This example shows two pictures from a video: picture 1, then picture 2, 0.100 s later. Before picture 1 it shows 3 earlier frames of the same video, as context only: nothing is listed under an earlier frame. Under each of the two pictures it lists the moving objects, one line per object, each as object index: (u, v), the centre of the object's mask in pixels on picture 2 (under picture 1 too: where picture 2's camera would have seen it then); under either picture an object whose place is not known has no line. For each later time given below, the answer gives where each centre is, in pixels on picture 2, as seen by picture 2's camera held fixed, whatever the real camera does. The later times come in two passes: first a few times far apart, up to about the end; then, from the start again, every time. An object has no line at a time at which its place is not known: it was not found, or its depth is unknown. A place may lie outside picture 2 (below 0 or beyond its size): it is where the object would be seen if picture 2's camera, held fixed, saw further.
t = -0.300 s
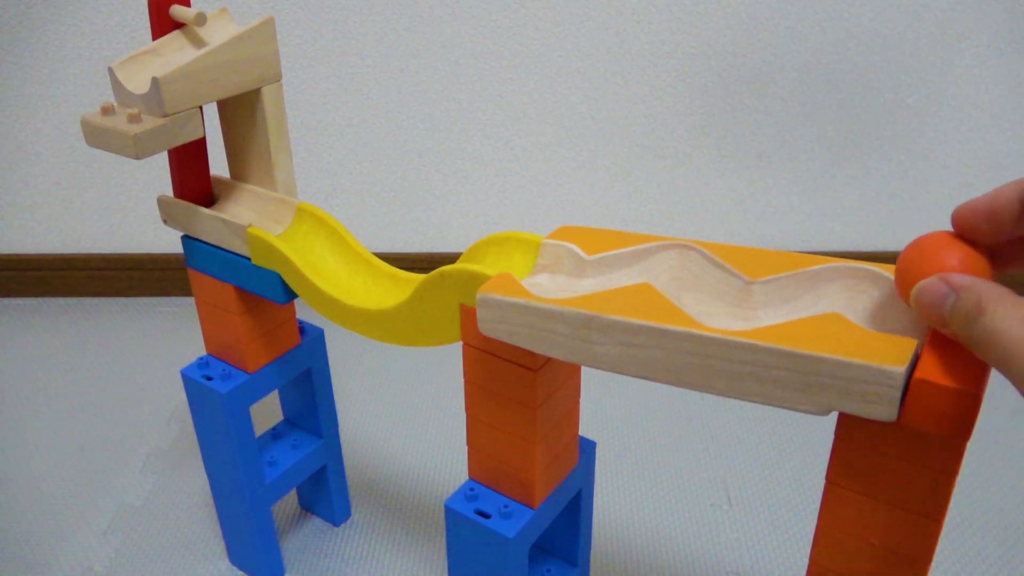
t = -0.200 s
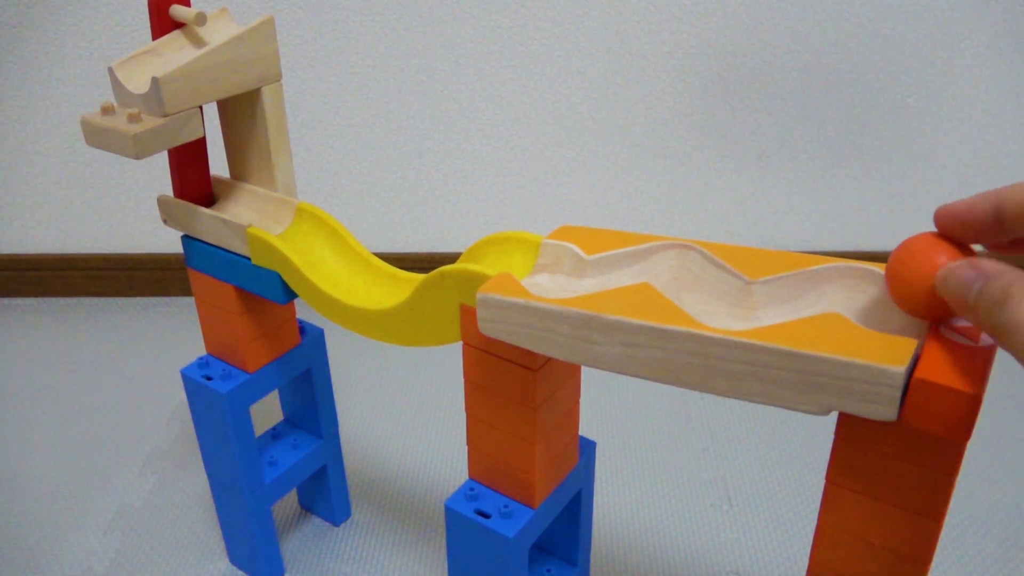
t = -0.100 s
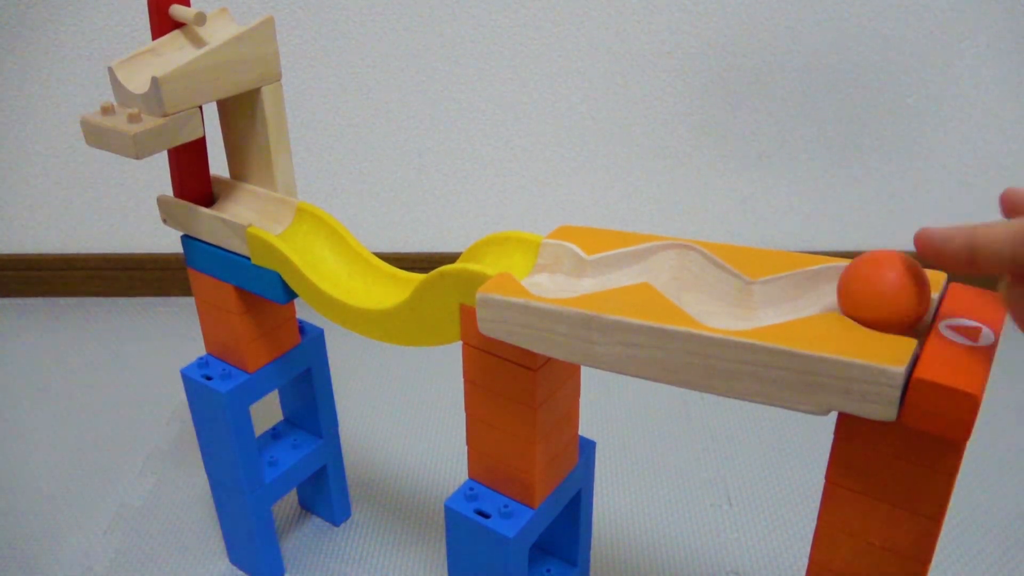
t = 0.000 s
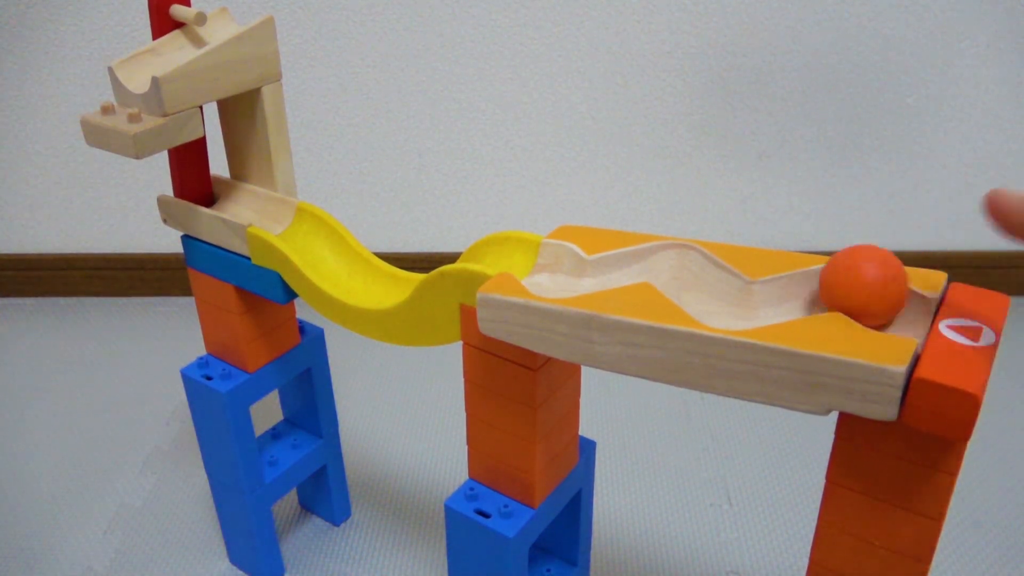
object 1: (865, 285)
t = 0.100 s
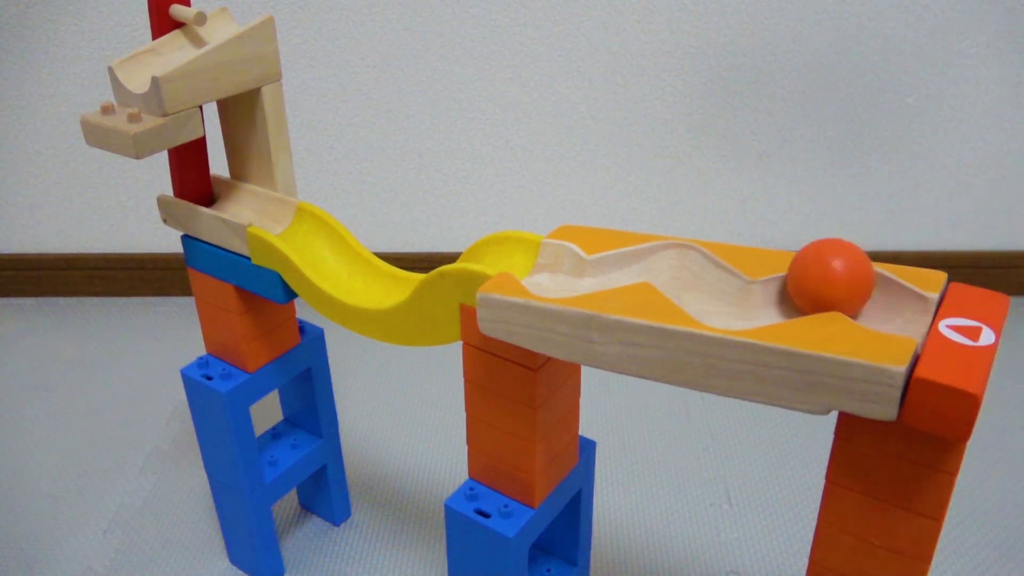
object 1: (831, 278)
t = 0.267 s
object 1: (778, 287)
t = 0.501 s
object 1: (708, 281)
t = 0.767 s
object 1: (636, 255)
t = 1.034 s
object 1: (558, 262)
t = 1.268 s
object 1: (514, 246)
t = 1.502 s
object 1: (380, 279)
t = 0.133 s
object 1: (823, 281)
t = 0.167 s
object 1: (812, 281)
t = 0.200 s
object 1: (802, 282)
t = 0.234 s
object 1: (792, 284)
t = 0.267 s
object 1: (778, 287)
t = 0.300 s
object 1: (763, 291)
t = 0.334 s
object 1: (744, 295)
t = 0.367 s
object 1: (730, 291)
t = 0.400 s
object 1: (726, 291)
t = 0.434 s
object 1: (724, 287)
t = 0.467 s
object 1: (714, 285)
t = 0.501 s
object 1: (708, 281)
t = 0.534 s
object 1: (702, 276)
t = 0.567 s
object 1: (694, 271)
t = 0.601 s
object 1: (686, 265)
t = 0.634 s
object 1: (675, 260)
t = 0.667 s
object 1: (663, 255)
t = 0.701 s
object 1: (653, 249)
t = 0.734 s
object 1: (646, 254)
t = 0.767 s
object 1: (636, 255)
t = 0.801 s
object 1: (625, 256)
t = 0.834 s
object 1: (613, 258)
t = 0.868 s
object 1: (600, 260)
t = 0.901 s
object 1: (584, 264)
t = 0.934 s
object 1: (566, 267)
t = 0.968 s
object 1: (557, 264)
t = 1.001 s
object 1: (558, 265)
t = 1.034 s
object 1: (558, 262)
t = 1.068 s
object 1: (552, 262)
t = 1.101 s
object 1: (550, 261)
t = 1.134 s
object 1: (546, 258)
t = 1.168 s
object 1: (541, 254)
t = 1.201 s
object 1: (535, 251)
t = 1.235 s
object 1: (526, 248)
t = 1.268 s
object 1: (514, 246)
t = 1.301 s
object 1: (504, 242)
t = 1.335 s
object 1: (490, 240)
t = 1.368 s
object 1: (475, 239)
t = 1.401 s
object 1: (457, 242)
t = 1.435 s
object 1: (435, 253)
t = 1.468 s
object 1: (408, 273)
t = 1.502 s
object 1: (380, 279)
